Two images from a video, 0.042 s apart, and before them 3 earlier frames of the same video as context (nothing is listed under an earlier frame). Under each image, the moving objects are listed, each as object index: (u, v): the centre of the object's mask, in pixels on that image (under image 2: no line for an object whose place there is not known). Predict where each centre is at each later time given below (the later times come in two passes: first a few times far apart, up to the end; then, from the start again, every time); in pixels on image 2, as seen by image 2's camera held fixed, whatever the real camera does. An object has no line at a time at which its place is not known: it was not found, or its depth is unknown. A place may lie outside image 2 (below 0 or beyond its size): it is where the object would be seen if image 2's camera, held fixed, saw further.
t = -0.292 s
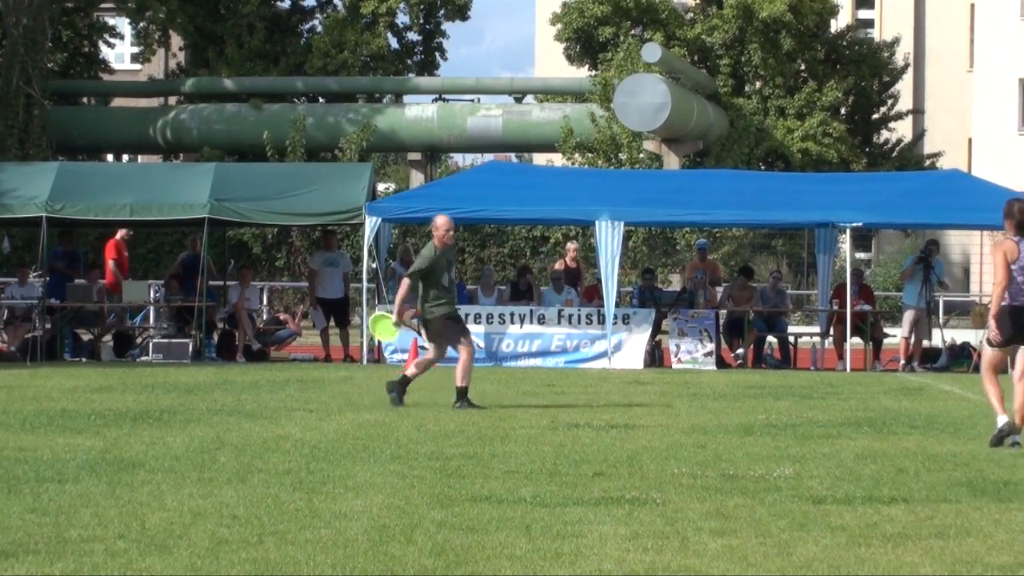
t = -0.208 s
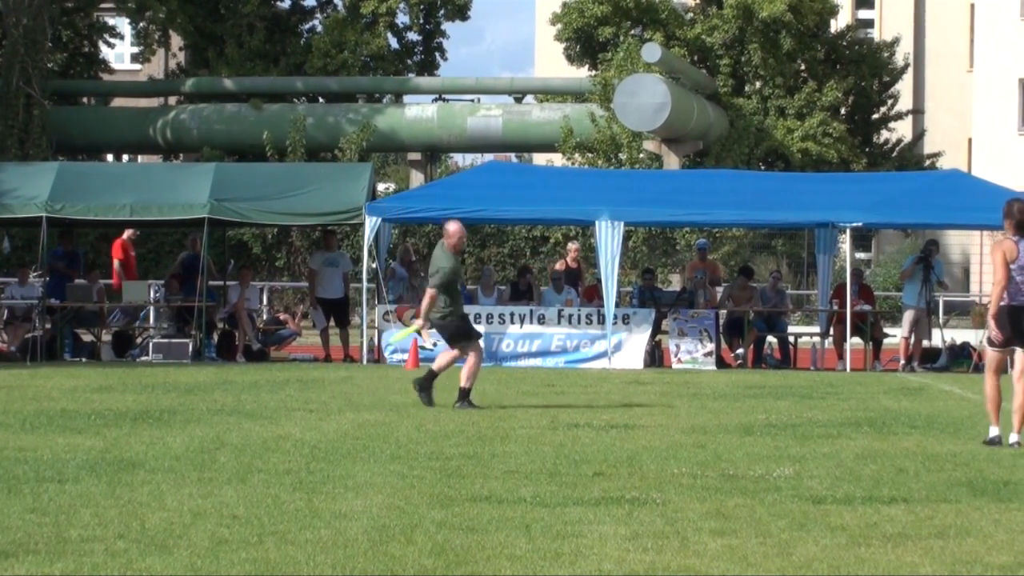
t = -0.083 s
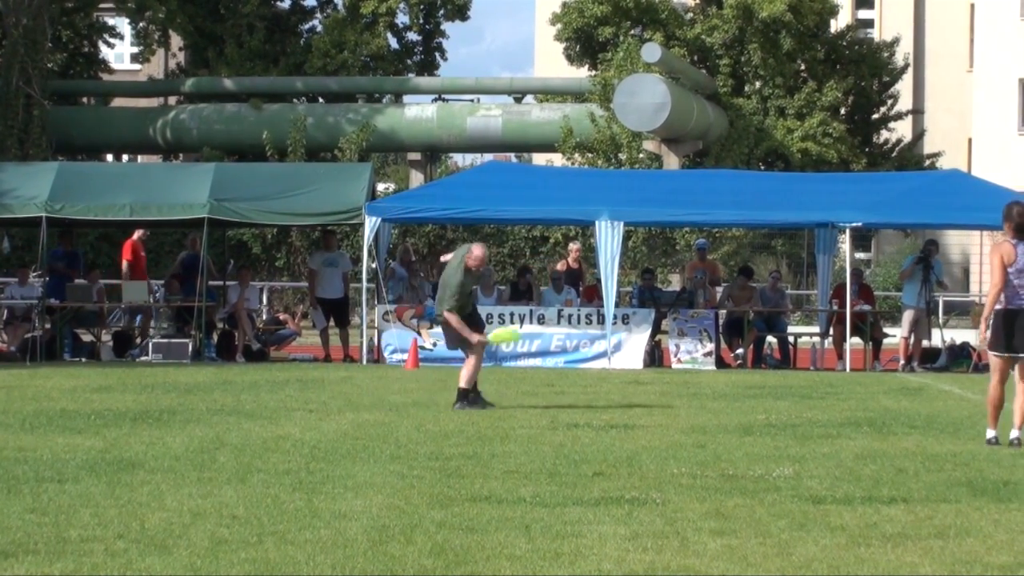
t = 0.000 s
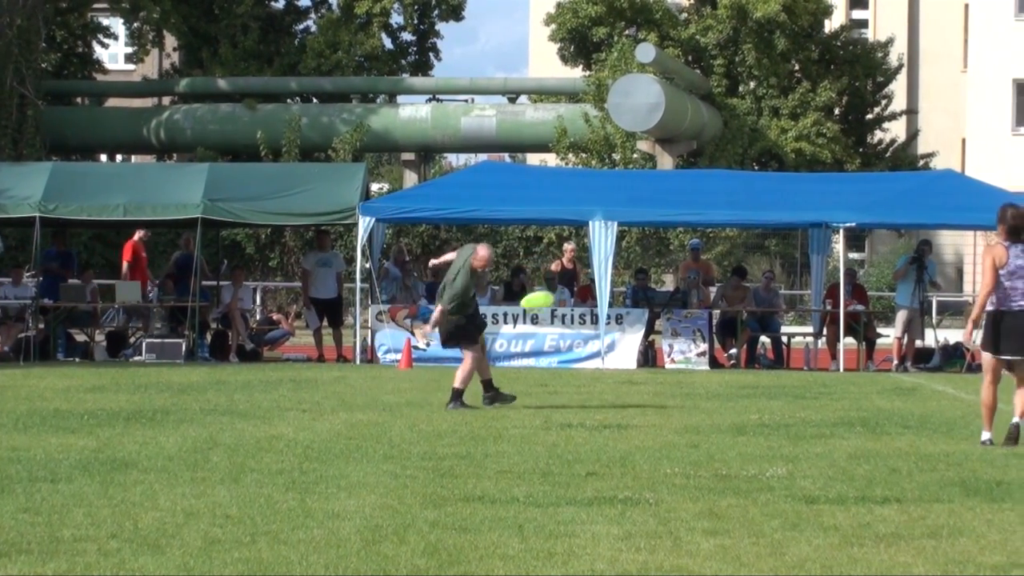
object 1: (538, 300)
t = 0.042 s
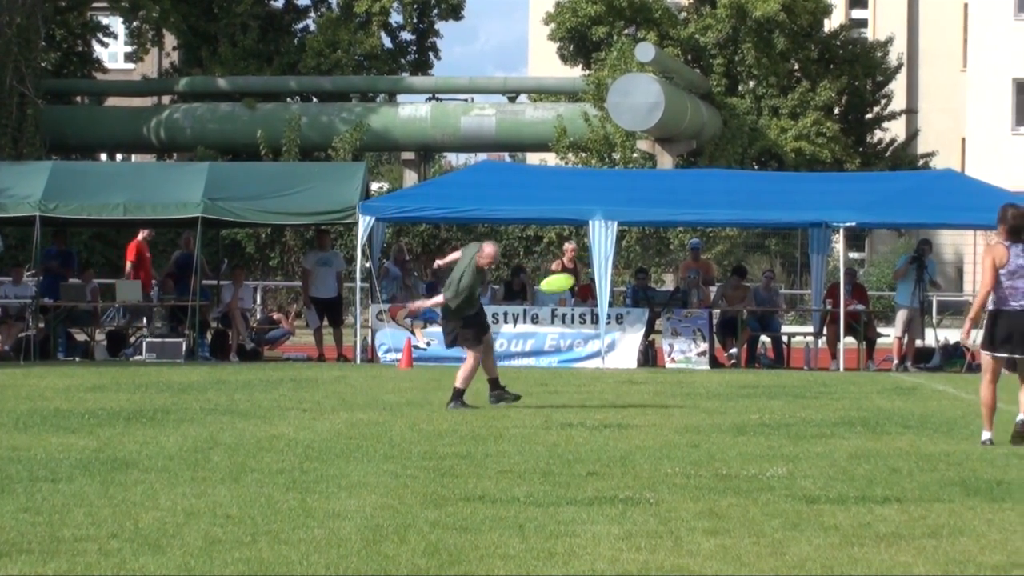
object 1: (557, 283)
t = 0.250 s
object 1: (650, 206)
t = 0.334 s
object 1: (683, 179)
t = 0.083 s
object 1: (576, 267)
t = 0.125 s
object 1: (594, 250)
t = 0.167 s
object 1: (614, 233)
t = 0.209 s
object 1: (632, 220)
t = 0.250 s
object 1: (650, 206)
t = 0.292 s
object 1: (668, 192)
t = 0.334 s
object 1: (683, 179)
